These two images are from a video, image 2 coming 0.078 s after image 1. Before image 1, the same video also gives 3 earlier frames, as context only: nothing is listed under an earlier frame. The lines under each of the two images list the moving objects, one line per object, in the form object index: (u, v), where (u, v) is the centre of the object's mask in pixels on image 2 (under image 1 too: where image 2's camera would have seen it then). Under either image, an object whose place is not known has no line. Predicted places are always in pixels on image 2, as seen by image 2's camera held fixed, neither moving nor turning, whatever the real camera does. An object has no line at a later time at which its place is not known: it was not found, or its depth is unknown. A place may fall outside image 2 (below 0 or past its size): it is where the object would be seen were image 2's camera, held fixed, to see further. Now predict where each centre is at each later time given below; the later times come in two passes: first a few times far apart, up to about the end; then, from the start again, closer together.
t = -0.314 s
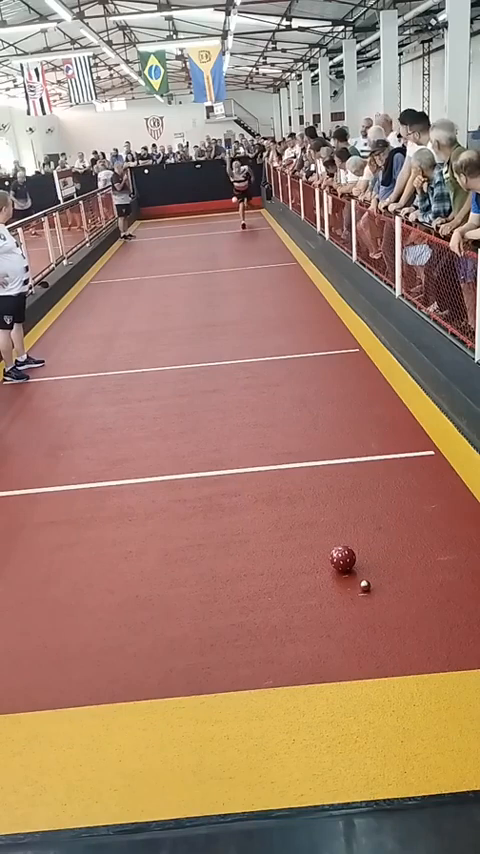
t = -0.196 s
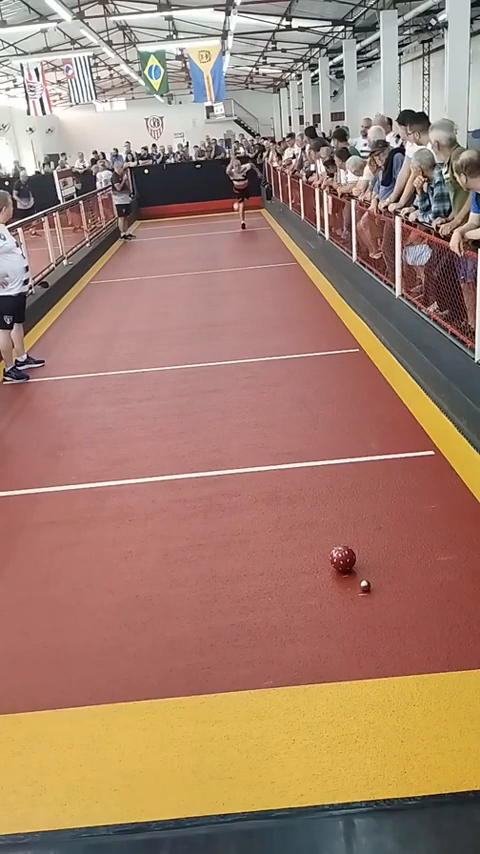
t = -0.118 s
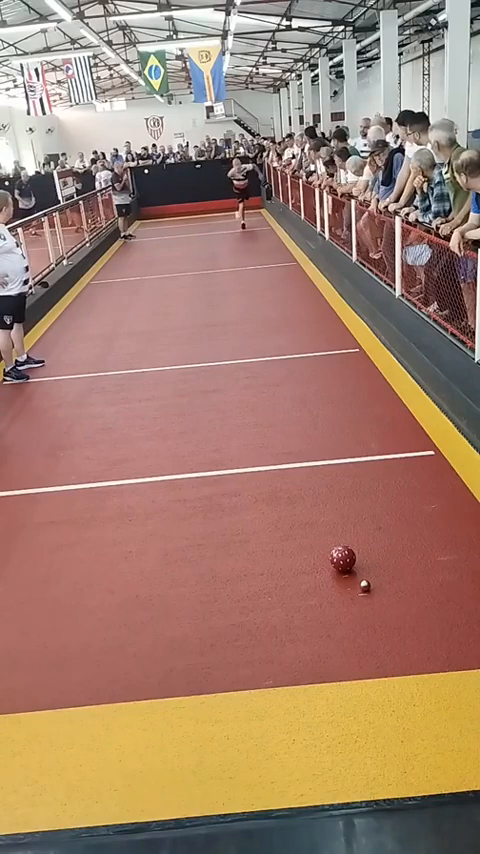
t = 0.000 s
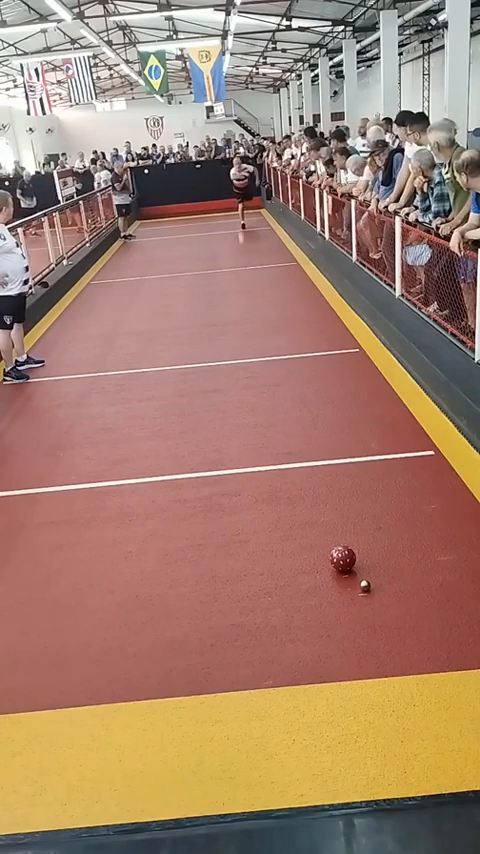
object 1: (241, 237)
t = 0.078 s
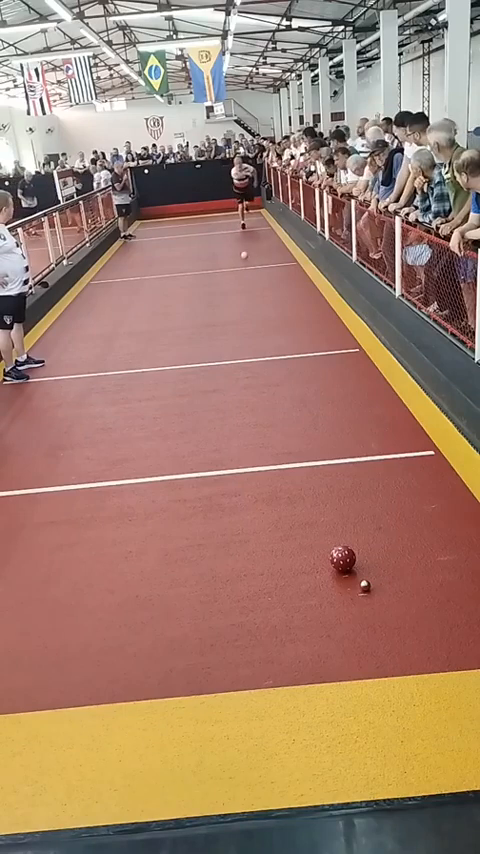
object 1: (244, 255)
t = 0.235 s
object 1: (247, 258)
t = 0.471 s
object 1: (256, 288)
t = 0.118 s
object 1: (244, 254)
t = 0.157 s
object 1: (245, 254)
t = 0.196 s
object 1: (246, 256)
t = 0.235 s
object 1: (247, 258)
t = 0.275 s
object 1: (248, 261)
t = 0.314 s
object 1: (249, 266)
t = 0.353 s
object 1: (250, 272)
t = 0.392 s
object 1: (252, 280)
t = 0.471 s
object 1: (256, 288)
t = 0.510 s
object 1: (257, 291)
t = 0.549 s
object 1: (258, 296)
